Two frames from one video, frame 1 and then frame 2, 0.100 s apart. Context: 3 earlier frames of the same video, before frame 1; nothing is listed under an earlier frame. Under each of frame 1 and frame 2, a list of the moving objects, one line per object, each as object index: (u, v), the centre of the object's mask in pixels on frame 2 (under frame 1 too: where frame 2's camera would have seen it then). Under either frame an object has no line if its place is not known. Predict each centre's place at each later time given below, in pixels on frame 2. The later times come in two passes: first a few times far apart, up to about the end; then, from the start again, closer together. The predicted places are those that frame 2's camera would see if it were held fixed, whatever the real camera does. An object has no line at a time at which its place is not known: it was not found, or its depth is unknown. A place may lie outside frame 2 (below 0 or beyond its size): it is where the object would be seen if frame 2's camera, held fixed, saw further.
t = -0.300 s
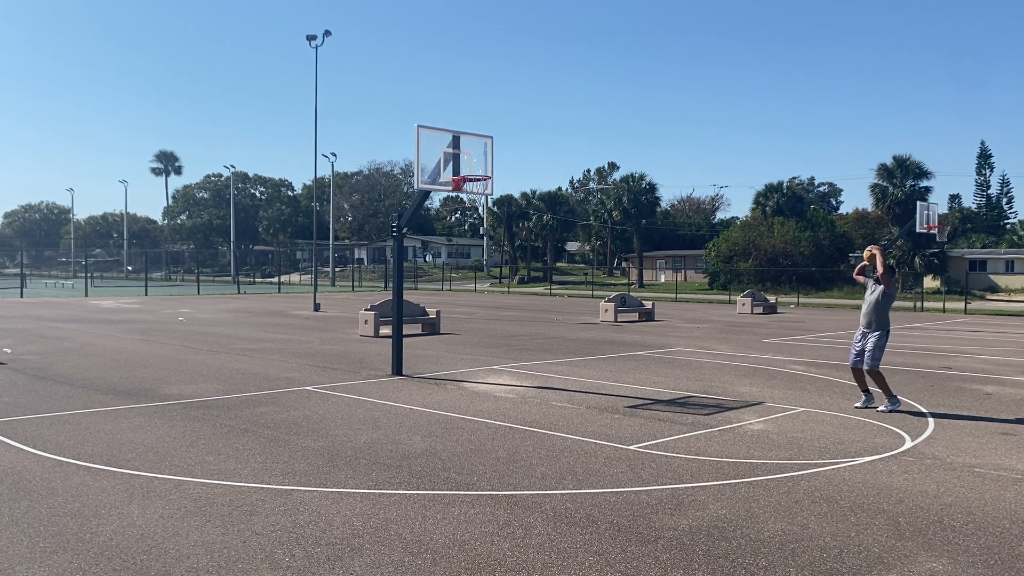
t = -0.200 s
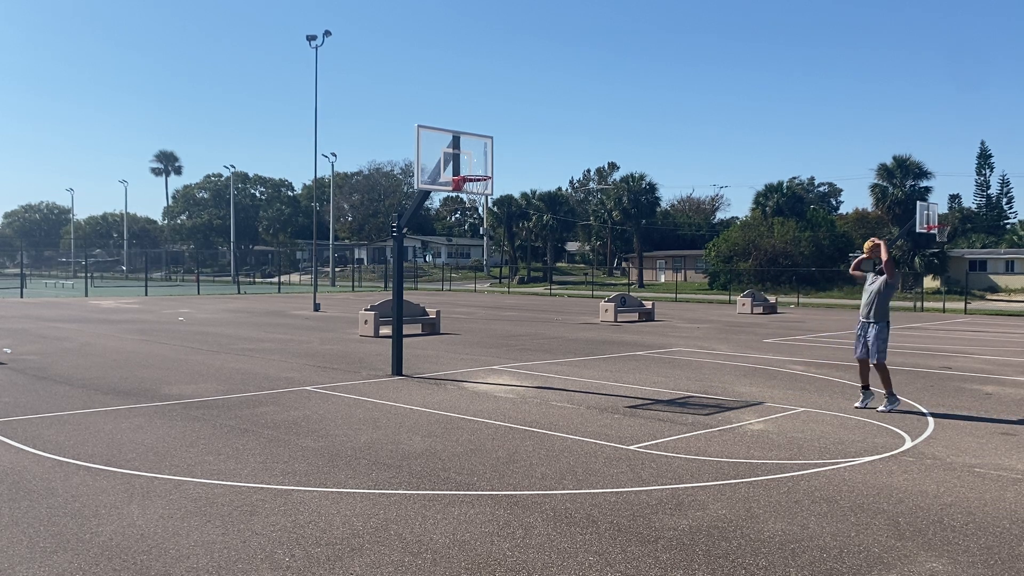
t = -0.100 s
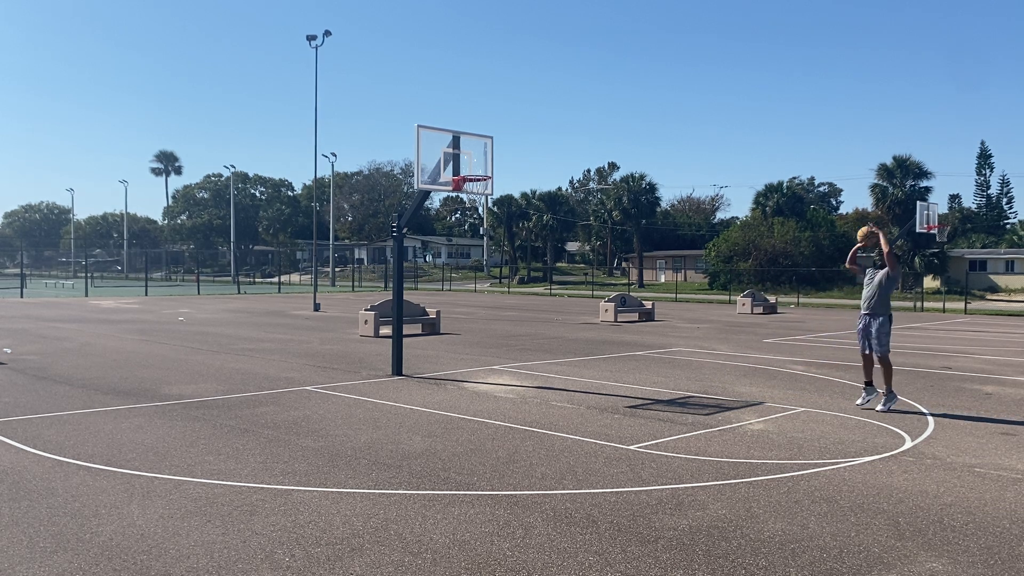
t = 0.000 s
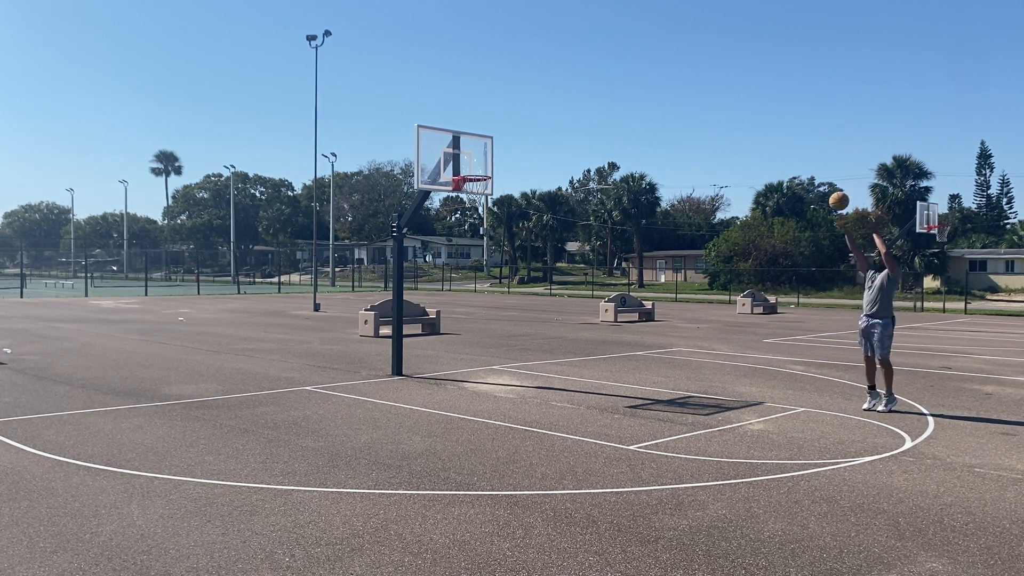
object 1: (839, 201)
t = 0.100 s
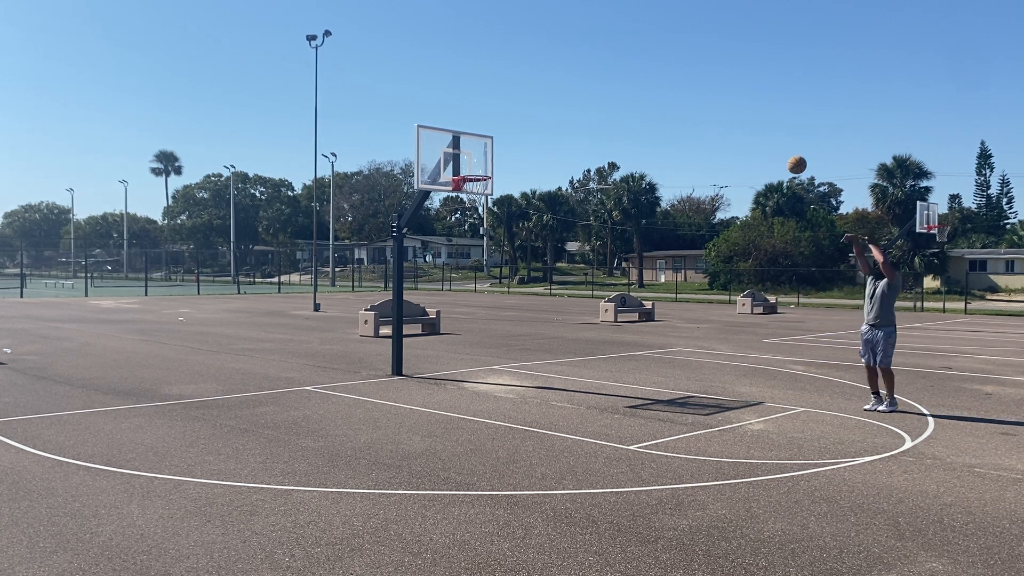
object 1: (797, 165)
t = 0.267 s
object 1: (729, 123)
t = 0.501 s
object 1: (639, 102)
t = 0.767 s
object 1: (543, 125)
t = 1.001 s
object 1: (468, 181)
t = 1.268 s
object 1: (495, 191)
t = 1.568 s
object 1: (511, 230)
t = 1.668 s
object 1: (516, 255)
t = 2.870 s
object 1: (510, 291)
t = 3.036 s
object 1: (504, 331)
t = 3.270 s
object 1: (499, 353)
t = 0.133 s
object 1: (783, 154)
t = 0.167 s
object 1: (769, 145)
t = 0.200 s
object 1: (756, 137)
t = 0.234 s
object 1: (742, 129)
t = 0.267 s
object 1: (729, 123)
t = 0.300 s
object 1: (716, 117)
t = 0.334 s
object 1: (703, 113)
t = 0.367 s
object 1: (690, 109)
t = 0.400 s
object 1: (677, 106)
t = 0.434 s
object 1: (664, 104)
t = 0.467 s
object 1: (651, 102)
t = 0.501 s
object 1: (639, 102)
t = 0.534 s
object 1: (626, 102)
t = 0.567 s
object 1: (614, 103)
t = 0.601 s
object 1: (602, 105)
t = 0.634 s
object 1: (590, 107)
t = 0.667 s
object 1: (578, 111)
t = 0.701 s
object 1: (566, 115)
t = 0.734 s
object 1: (554, 119)
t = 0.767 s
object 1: (543, 125)
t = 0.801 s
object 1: (531, 131)
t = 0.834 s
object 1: (520, 138)
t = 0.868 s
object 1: (509, 145)
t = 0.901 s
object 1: (497, 153)
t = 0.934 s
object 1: (486, 162)
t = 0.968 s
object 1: (476, 170)
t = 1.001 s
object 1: (468, 181)
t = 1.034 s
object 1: (474, 189)
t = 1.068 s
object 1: (481, 196)
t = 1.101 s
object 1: (485, 196)
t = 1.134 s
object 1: (487, 194)
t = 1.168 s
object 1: (489, 191)
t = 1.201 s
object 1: (491, 191)
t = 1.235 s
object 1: (493, 191)
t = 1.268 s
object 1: (495, 191)
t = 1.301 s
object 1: (497, 193)
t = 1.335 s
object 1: (498, 195)
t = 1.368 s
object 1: (500, 199)
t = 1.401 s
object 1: (503, 202)
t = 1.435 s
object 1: (504, 206)
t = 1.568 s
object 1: (511, 230)
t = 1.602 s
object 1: (514, 238)
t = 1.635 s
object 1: (515, 246)
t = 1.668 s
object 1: (516, 255)
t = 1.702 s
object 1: (517, 265)
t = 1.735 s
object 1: (519, 276)
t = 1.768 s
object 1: (521, 287)
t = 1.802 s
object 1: (523, 299)
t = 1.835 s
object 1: (524, 312)
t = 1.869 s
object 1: (526, 326)
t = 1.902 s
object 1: (528, 340)
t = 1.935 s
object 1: (530, 355)
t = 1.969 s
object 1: (531, 371)
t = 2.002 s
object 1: (533, 381)
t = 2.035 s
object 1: (532, 368)
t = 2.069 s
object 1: (531, 355)
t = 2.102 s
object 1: (530, 344)
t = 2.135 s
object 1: (530, 333)
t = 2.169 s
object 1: (529, 324)
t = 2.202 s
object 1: (528, 315)
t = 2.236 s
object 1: (528, 306)
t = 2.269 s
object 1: (527, 299)
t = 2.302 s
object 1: (526, 293)
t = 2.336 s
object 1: (525, 287)
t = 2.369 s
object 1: (524, 282)
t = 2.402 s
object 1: (524, 277)
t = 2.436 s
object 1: (523, 274)
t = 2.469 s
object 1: (523, 270)
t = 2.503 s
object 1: (521, 268)
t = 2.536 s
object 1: (521, 267)
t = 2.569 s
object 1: (520, 267)
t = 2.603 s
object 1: (519, 266)
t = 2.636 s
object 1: (518, 267)
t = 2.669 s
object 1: (518, 267)
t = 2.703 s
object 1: (516, 269)
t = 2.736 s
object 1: (515, 272)
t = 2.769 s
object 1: (514, 275)
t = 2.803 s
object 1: (513, 280)
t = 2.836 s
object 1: (511, 285)
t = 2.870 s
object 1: (510, 291)
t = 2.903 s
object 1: (509, 298)
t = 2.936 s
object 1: (508, 305)
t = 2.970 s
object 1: (507, 313)
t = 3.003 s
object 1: (506, 321)
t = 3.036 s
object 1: (504, 331)
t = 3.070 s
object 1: (503, 341)
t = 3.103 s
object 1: (502, 351)
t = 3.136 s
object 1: (501, 362)
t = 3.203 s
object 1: (499, 371)
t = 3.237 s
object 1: (499, 362)
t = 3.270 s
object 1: (499, 353)
